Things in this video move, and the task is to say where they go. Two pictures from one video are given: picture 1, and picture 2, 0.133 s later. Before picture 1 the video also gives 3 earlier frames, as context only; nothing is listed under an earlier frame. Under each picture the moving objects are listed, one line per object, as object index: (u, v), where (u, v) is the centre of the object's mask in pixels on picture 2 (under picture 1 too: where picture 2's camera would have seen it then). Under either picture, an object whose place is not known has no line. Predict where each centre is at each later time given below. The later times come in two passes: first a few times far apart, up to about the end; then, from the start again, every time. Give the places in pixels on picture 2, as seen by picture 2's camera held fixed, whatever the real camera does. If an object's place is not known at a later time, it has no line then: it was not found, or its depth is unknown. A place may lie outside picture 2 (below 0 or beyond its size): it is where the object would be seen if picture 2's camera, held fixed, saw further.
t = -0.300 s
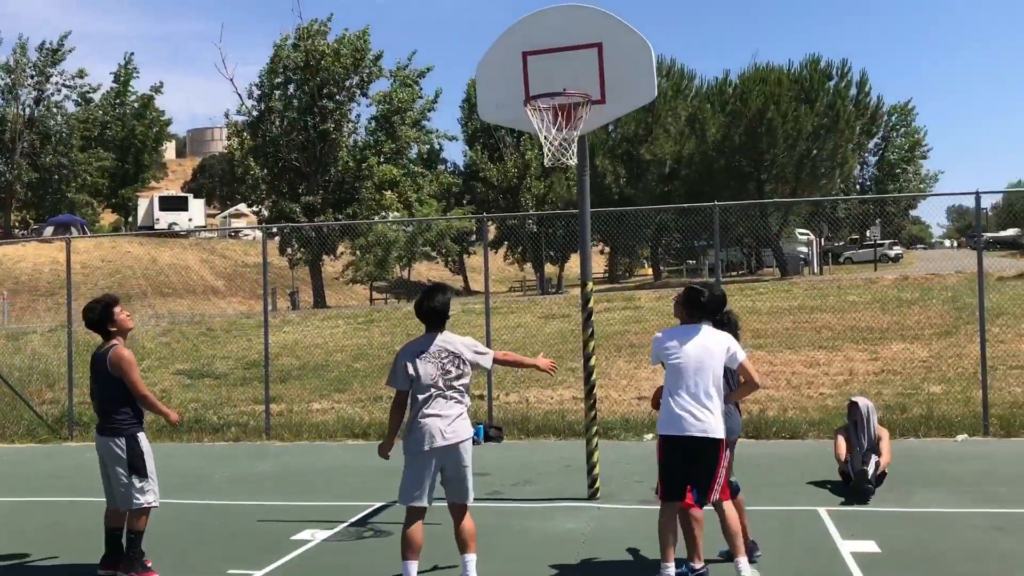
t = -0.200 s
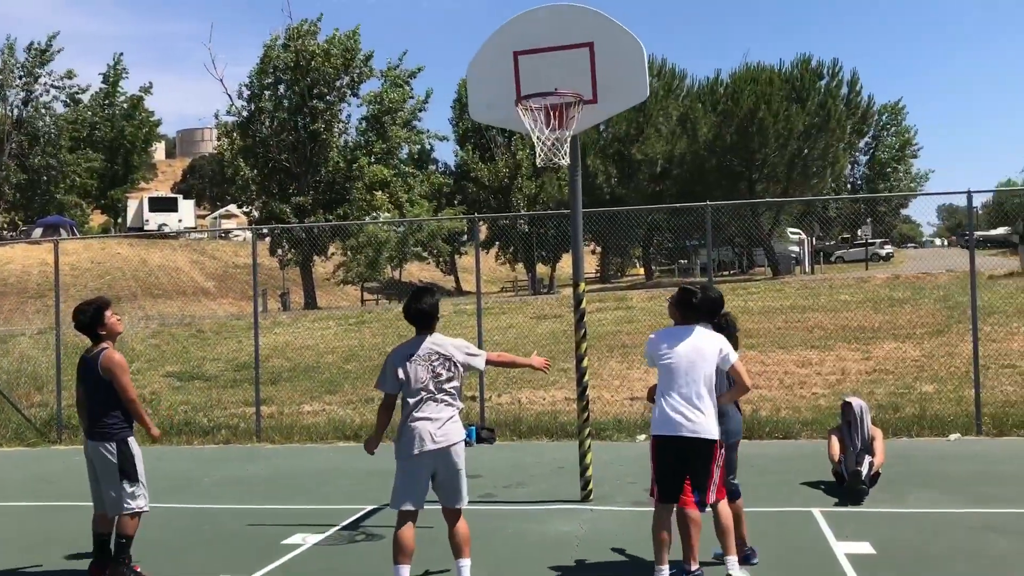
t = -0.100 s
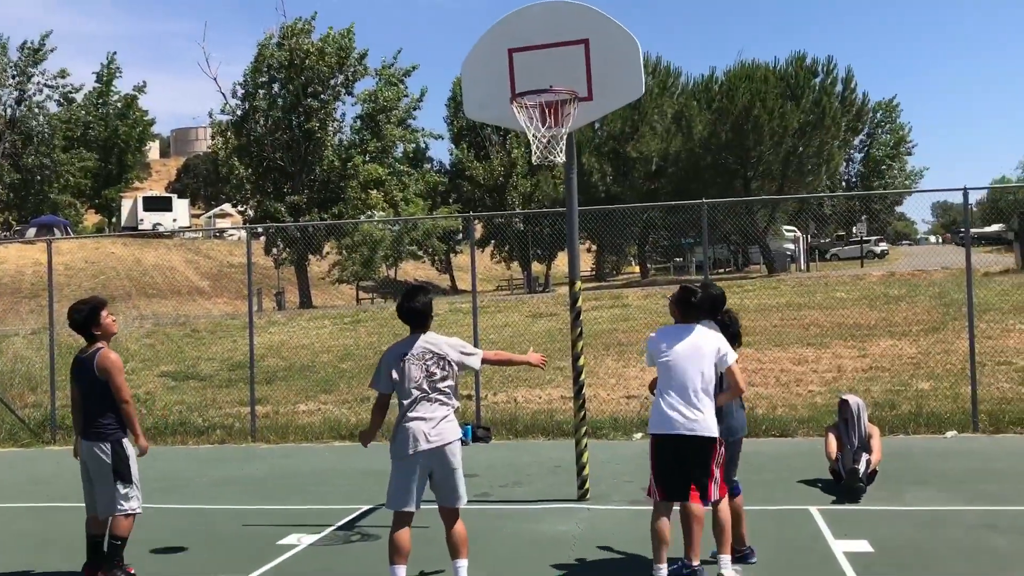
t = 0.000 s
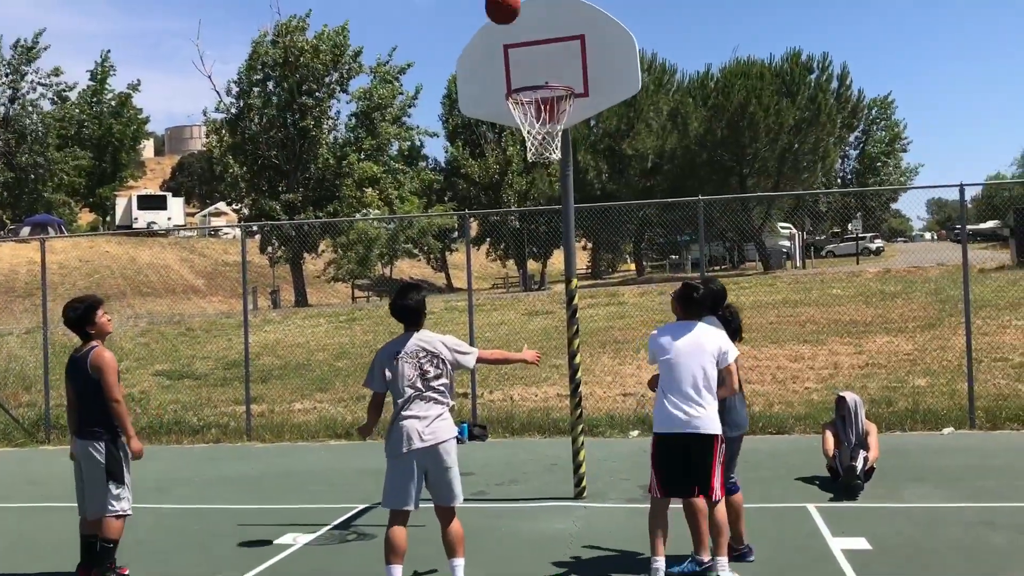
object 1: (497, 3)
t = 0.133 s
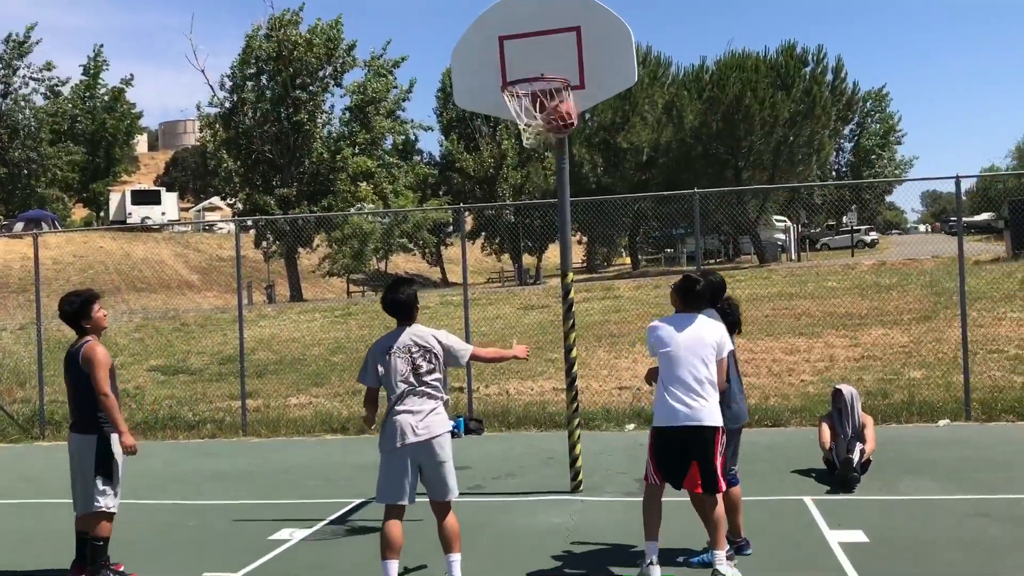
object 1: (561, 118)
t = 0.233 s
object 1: (551, 143)
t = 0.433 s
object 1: (509, 183)
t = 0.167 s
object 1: (559, 130)
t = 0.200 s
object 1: (555, 137)
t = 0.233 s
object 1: (551, 143)
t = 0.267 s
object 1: (541, 146)
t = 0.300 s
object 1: (534, 150)
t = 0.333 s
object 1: (527, 157)
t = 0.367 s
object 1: (521, 163)
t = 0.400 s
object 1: (514, 172)
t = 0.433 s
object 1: (509, 183)
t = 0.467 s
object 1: (502, 195)
